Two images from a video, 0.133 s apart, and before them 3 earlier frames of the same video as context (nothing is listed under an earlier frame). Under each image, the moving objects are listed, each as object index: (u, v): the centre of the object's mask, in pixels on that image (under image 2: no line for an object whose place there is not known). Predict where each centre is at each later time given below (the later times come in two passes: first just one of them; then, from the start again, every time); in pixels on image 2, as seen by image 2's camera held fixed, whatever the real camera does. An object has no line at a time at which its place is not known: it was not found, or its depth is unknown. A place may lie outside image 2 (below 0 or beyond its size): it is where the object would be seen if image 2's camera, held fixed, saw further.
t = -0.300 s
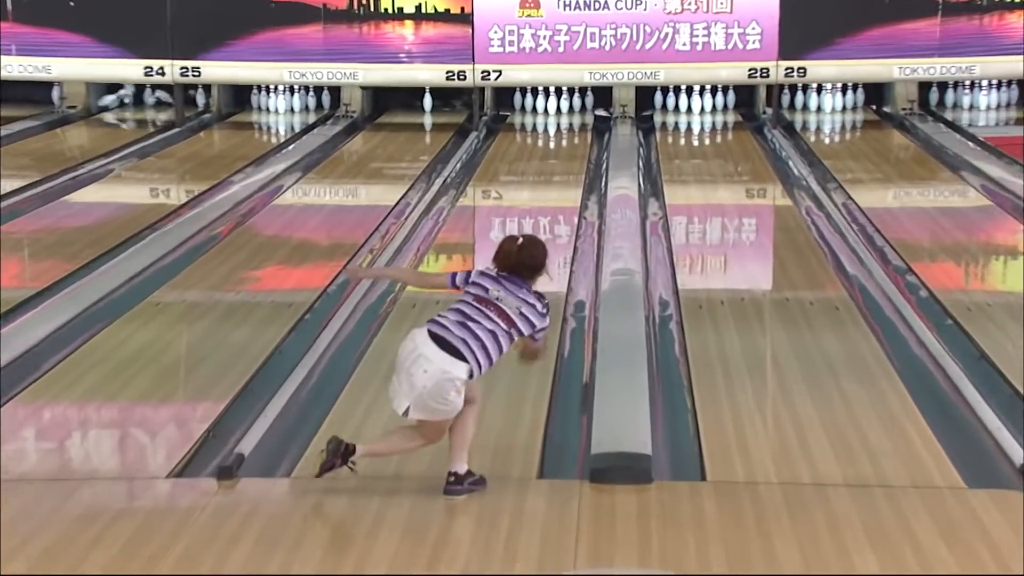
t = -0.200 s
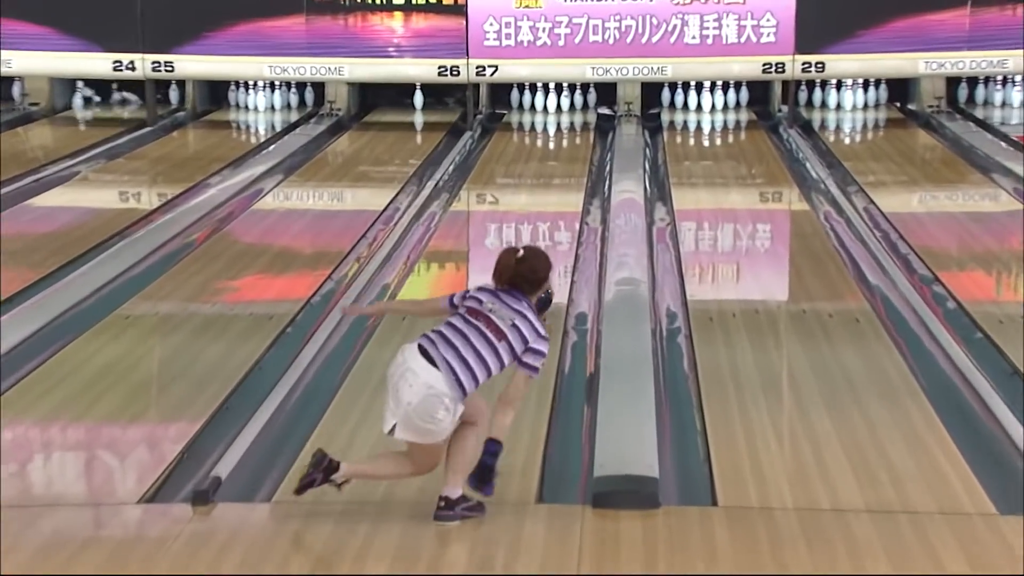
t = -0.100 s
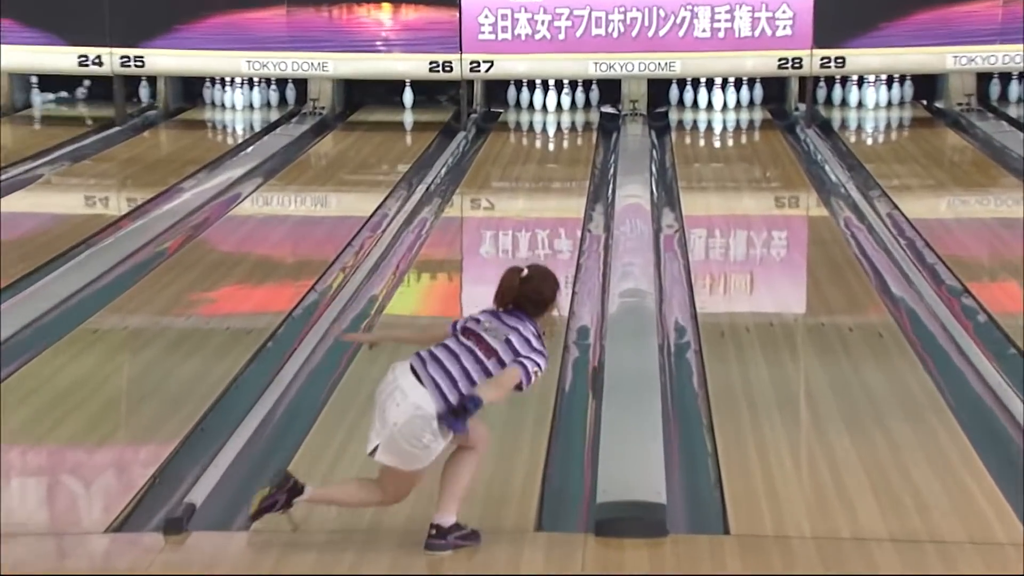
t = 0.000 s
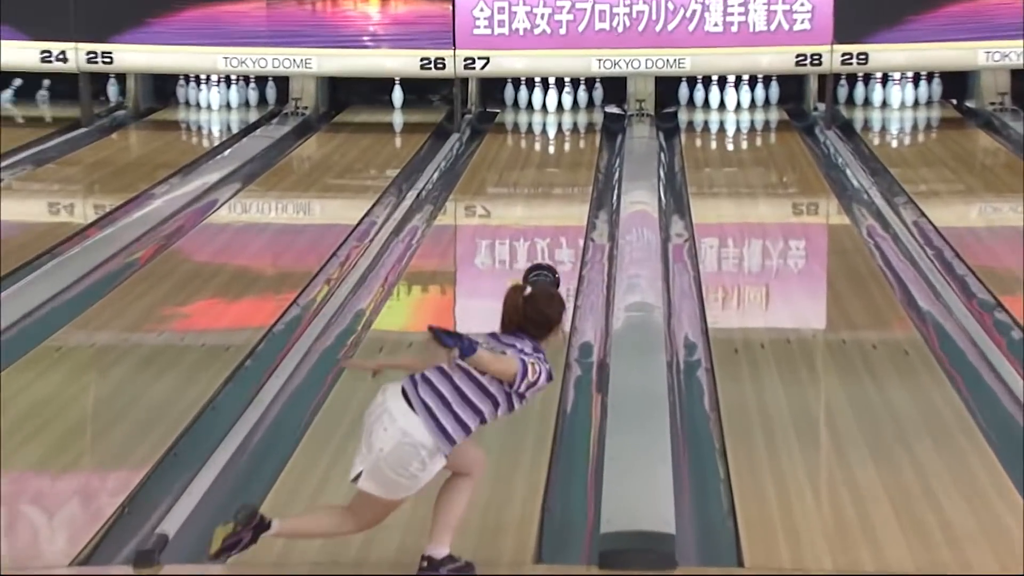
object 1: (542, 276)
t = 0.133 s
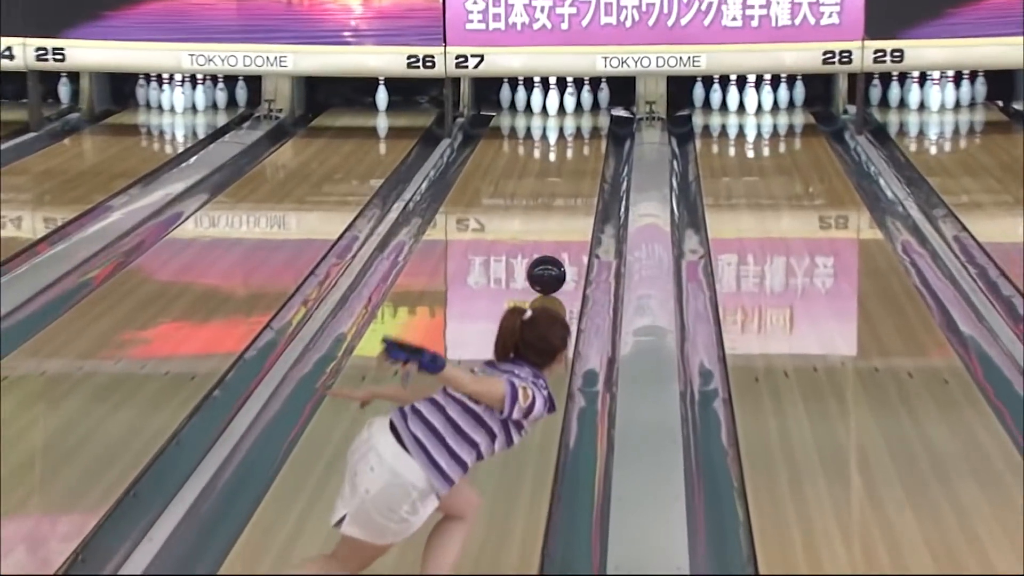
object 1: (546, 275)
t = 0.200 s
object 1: (549, 262)
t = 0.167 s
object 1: (547, 269)
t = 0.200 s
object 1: (549, 262)
